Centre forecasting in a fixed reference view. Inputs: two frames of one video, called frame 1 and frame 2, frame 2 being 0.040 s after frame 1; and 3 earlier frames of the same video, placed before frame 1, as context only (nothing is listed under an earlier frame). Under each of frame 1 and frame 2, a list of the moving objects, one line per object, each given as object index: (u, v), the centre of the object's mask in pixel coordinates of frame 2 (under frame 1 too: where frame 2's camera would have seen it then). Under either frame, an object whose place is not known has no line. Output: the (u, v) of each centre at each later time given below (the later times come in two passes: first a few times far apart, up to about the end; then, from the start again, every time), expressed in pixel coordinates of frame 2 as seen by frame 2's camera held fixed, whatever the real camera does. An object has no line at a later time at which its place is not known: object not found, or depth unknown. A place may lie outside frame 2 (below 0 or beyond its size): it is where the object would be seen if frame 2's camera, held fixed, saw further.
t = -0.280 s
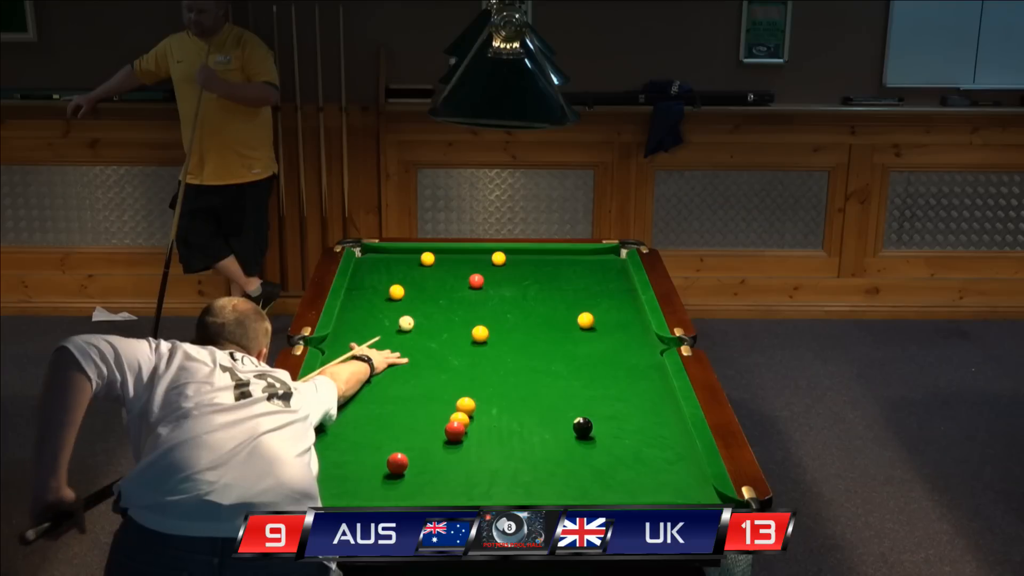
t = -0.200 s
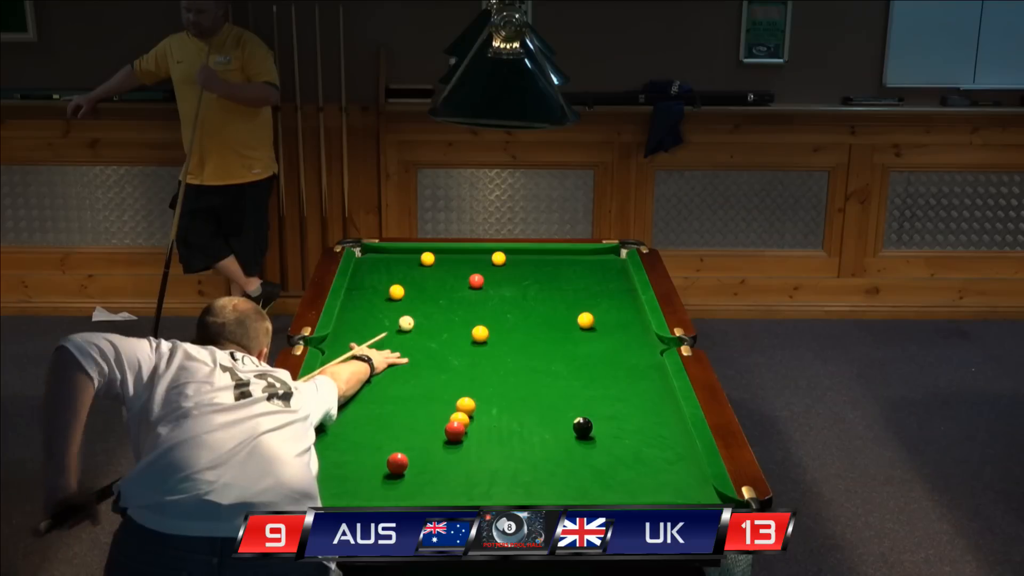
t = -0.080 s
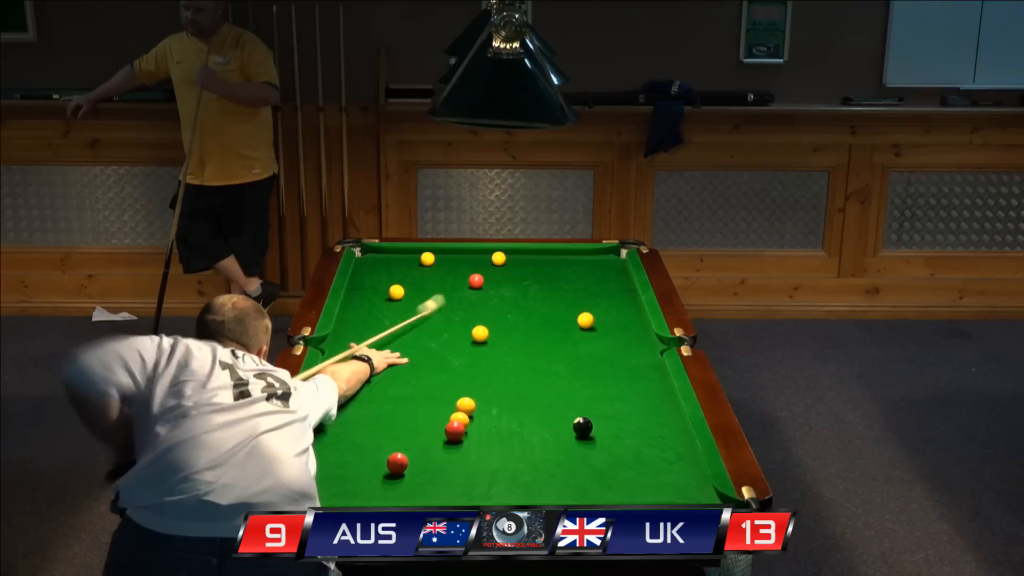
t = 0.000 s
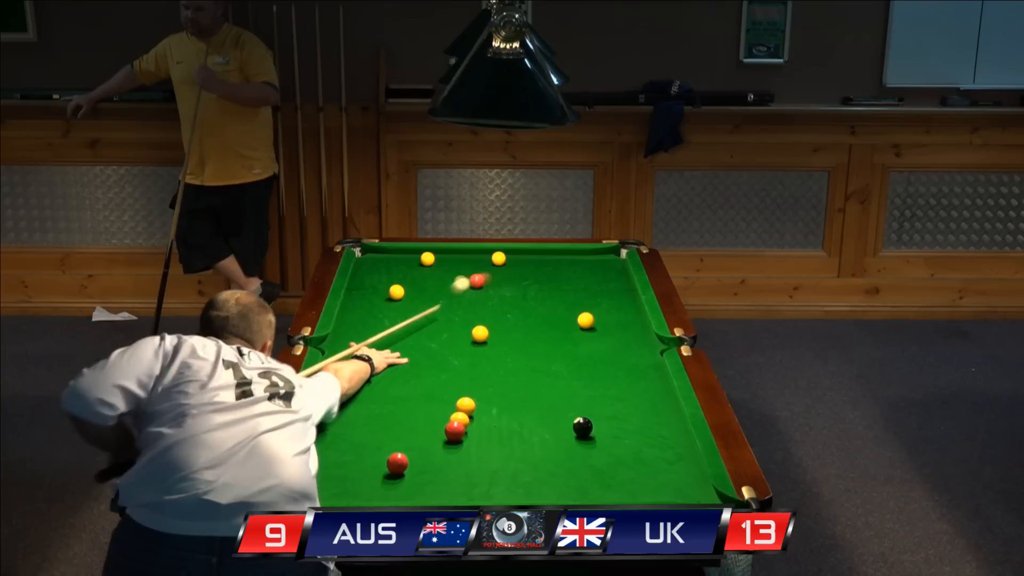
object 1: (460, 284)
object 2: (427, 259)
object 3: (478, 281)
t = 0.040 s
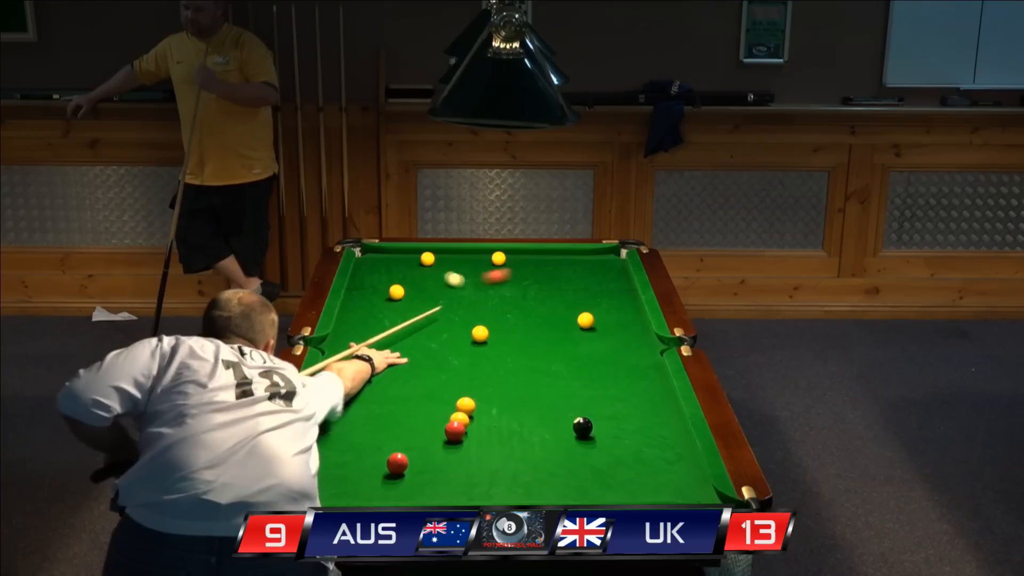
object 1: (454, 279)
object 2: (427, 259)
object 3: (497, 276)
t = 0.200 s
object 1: (422, 263)
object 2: (429, 256)
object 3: (567, 261)
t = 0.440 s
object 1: (388, 256)
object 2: (431, 258)
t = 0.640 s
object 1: (364, 250)
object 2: (431, 267)
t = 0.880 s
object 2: (431, 279)
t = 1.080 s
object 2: (431, 289)
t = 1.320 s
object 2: (431, 301)
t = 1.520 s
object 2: (431, 311)
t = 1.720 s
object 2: (432, 321)
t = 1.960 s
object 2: (432, 332)
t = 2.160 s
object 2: (433, 342)
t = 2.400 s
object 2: (433, 353)
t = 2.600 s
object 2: (433, 362)
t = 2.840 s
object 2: (432, 372)
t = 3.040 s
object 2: (432, 380)
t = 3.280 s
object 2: (432, 389)
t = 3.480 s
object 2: (431, 397)
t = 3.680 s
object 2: (431, 404)
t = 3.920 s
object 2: (430, 411)
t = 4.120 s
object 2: (430, 417)
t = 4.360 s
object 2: (430, 423)
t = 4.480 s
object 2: (430, 426)
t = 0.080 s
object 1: (445, 275)
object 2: (427, 259)
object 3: (517, 272)
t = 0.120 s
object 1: (436, 271)
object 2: (427, 258)
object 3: (535, 268)
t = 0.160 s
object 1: (430, 267)
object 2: (427, 257)
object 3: (552, 264)
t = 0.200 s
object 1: (422, 263)
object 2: (429, 256)
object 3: (567, 261)
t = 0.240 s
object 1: (416, 262)
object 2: (430, 254)
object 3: (580, 258)
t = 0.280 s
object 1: (410, 262)
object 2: (431, 251)
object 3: (594, 255)
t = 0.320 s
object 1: (404, 260)
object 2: (431, 251)
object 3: (607, 252)
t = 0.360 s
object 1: (399, 259)
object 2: (431, 254)
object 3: (620, 249)
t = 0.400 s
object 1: (393, 258)
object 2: (431, 256)
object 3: (629, 247)
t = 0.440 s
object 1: (388, 256)
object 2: (431, 258)
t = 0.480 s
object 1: (383, 255)
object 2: (431, 259)
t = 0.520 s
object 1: (378, 254)
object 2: (431, 261)
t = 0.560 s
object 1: (373, 253)
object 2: (431, 263)
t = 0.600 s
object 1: (368, 251)
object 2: (431, 265)
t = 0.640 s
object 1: (364, 250)
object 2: (431, 267)
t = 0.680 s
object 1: (359, 249)
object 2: (431, 269)
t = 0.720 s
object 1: (356, 251)
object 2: (431, 271)
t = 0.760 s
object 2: (431, 273)
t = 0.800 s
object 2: (431, 275)
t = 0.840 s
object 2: (431, 277)
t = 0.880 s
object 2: (431, 279)
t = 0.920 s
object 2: (431, 281)
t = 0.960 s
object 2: (431, 283)
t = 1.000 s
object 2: (431, 285)
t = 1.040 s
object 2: (431, 287)
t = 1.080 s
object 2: (431, 289)
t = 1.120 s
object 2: (430, 291)
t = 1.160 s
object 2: (430, 293)
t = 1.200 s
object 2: (431, 295)
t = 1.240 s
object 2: (431, 297)
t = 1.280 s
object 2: (431, 299)
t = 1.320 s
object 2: (431, 301)
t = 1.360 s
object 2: (431, 303)
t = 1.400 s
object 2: (431, 305)
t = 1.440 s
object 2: (431, 307)
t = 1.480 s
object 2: (431, 309)
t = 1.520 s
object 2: (431, 311)
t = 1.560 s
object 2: (431, 313)
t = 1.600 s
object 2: (431, 315)
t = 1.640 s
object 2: (431, 316)
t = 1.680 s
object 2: (432, 318)
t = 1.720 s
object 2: (432, 321)
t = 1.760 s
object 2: (432, 322)
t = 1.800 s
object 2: (432, 324)
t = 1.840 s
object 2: (432, 326)
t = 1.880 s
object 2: (432, 328)
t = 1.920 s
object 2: (432, 330)
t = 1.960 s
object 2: (432, 332)
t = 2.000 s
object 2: (433, 334)
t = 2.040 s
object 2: (433, 336)
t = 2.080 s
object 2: (433, 338)
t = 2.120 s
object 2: (433, 340)
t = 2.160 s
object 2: (433, 342)
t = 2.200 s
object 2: (433, 343)
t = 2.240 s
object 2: (433, 345)
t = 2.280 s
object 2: (433, 347)
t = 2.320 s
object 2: (433, 349)
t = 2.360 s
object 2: (433, 351)
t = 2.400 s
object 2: (433, 353)
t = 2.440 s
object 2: (433, 354)
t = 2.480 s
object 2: (433, 356)
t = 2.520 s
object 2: (433, 358)
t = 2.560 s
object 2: (433, 360)
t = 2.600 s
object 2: (433, 362)
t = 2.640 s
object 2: (433, 363)
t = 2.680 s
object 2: (433, 365)
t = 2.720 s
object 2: (433, 367)
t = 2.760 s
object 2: (433, 369)
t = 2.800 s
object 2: (432, 370)
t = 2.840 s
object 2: (432, 372)
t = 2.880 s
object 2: (432, 374)
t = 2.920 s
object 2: (432, 375)
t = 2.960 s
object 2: (432, 377)
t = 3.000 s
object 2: (432, 378)
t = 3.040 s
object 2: (432, 380)
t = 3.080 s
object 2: (432, 382)
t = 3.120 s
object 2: (432, 383)
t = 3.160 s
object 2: (432, 385)
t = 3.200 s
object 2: (432, 386)
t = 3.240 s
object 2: (432, 388)
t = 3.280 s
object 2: (432, 389)
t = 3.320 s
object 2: (432, 391)
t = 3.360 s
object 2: (432, 393)
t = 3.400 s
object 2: (431, 394)
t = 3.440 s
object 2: (431, 395)
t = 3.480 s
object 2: (431, 397)
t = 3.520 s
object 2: (431, 398)
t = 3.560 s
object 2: (431, 400)
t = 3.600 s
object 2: (431, 401)
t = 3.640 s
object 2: (431, 403)
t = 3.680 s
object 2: (431, 404)
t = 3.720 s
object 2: (431, 405)
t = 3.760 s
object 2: (431, 406)
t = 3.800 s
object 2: (431, 408)
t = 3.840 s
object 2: (430, 409)
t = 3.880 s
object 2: (430, 410)
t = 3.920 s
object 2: (430, 411)
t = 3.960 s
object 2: (430, 413)
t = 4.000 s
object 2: (430, 414)
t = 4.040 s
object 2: (430, 415)
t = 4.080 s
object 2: (430, 416)
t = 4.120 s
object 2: (430, 417)
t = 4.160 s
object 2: (430, 418)
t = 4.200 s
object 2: (430, 419)
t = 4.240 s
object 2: (430, 420)
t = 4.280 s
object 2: (430, 421)
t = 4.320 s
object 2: (430, 422)
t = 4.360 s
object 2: (430, 423)
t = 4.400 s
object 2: (430, 424)
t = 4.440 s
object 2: (430, 425)
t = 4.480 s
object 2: (430, 426)
